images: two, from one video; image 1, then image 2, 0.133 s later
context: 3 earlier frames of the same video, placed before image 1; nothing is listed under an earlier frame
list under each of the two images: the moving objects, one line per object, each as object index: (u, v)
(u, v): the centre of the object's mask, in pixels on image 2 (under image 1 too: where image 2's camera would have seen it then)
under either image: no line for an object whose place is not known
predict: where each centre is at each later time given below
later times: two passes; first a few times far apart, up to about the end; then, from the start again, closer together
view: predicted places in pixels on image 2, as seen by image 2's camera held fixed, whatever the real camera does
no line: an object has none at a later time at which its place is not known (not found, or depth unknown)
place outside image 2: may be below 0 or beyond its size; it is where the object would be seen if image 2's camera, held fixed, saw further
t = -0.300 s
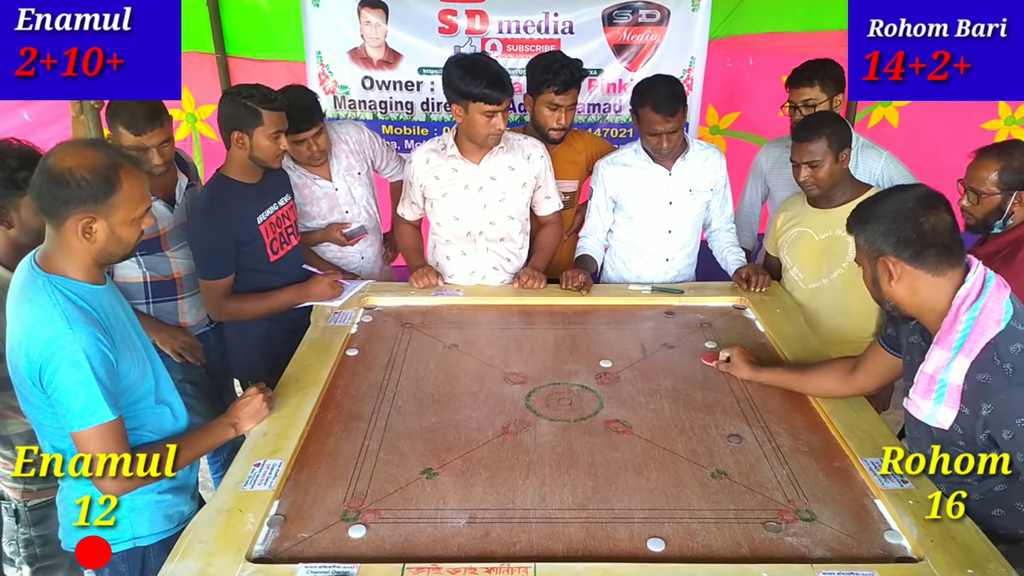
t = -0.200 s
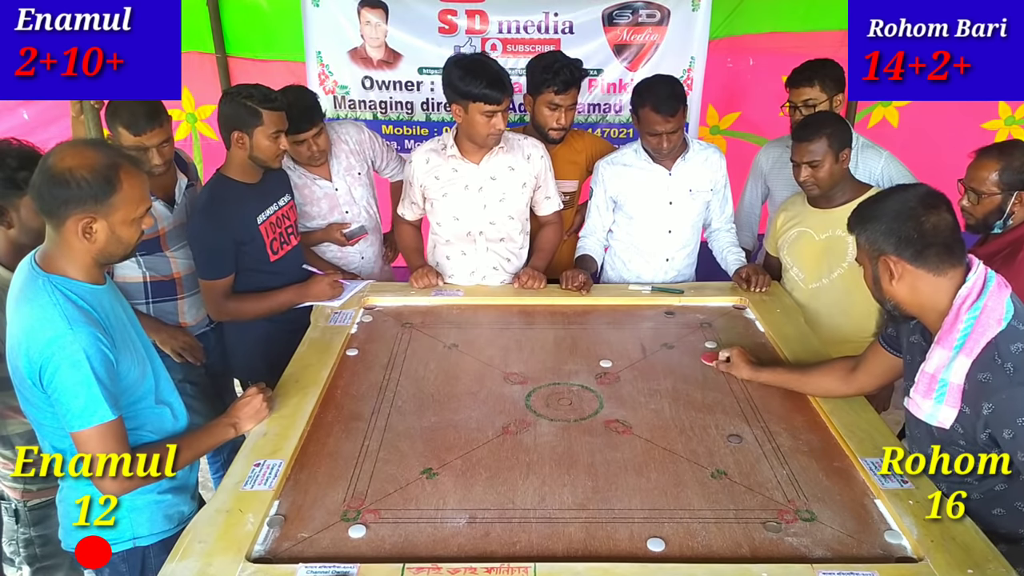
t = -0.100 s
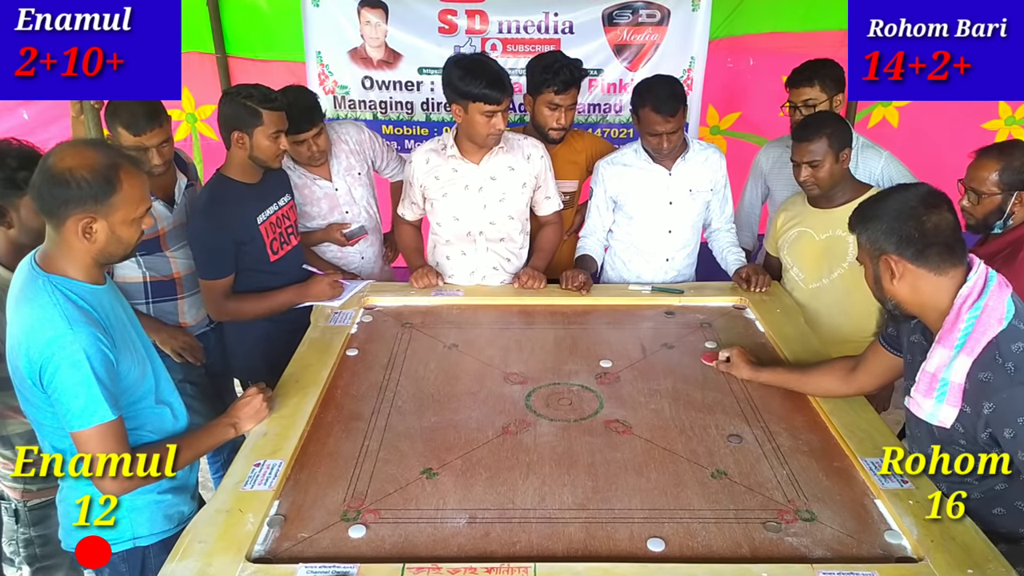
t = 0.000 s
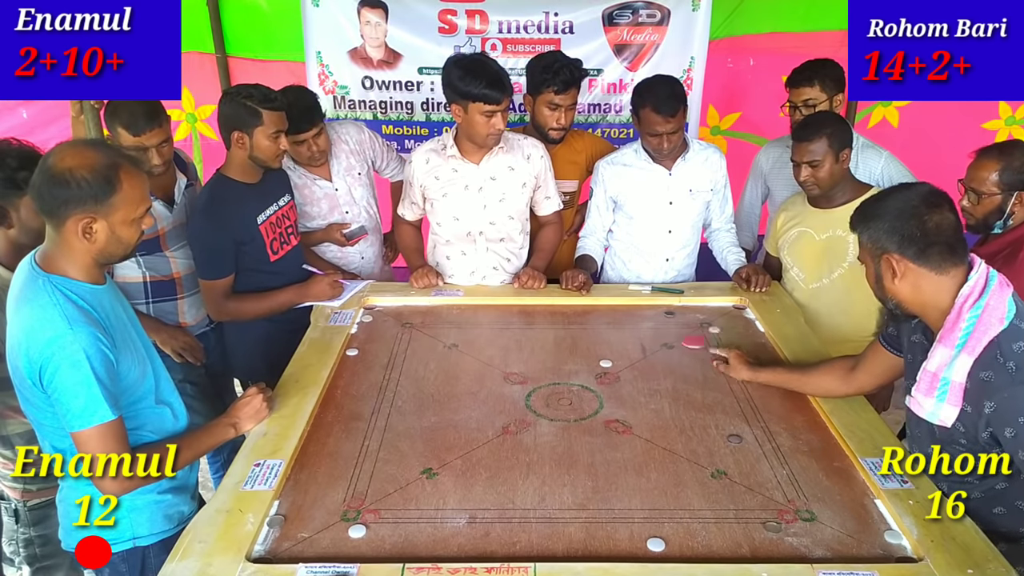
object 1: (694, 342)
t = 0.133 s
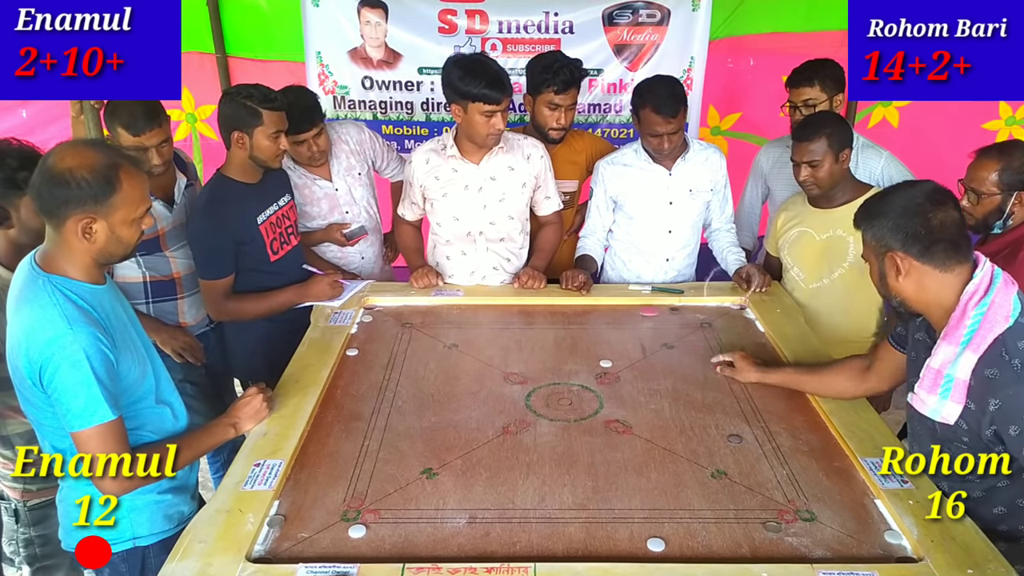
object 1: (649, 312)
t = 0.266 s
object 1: (628, 323)
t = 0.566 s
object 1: (594, 354)
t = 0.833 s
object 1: (577, 369)
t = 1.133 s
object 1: (573, 373)
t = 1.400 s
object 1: (573, 373)
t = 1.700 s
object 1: (573, 373)
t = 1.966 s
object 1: (573, 373)
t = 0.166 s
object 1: (642, 312)
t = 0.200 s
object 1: (637, 315)
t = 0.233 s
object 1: (633, 320)
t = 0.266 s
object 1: (628, 323)
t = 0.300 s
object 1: (623, 328)
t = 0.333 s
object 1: (619, 331)
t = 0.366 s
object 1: (615, 335)
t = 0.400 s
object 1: (611, 339)
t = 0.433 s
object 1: (607, 342)
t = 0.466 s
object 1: (603, 346)
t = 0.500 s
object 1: (600, 349)
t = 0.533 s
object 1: (597, 352)
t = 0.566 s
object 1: (594, 354)
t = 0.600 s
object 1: (591, 357)
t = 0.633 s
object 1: (589, 359)
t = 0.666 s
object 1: (586, 361)
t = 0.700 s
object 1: (584, 363)
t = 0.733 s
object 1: (582, 365)
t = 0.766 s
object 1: (580, 366)
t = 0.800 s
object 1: (578, 368)
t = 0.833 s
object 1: (577, 369)
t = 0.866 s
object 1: (576, 370)
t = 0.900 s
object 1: (576, 371)
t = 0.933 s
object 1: (575, 372)
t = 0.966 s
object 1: (575, 372)
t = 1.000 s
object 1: (574, 372)
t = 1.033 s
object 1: (574, 372)
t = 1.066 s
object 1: (573, 373)
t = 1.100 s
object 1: (573, 373)
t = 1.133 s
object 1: (573, 373)
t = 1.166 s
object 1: (573, 373)
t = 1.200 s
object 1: (573, 373)
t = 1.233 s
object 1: (573, 373)
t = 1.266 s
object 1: (573, 373)
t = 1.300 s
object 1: (573, 373)
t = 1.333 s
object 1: (573, 373)
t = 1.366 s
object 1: (573, 373)
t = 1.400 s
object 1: (573, 373)
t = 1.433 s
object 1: (573, 373)
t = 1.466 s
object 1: (573, 373)
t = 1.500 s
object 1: (573, 373)
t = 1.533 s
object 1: (573, 373)
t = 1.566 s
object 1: (573, 373)
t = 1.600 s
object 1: (573, 373)
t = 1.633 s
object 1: (573, 373)
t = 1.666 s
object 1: (573, 373)
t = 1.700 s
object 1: (573, 373)
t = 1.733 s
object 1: (573, 373)
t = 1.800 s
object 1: (573, 373)
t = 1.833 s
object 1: (573, 373)
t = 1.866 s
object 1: (573, 373)
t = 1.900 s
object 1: (573, 373)
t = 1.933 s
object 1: (573, 373)
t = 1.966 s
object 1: (573, 373)
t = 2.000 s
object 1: (573, 373)
